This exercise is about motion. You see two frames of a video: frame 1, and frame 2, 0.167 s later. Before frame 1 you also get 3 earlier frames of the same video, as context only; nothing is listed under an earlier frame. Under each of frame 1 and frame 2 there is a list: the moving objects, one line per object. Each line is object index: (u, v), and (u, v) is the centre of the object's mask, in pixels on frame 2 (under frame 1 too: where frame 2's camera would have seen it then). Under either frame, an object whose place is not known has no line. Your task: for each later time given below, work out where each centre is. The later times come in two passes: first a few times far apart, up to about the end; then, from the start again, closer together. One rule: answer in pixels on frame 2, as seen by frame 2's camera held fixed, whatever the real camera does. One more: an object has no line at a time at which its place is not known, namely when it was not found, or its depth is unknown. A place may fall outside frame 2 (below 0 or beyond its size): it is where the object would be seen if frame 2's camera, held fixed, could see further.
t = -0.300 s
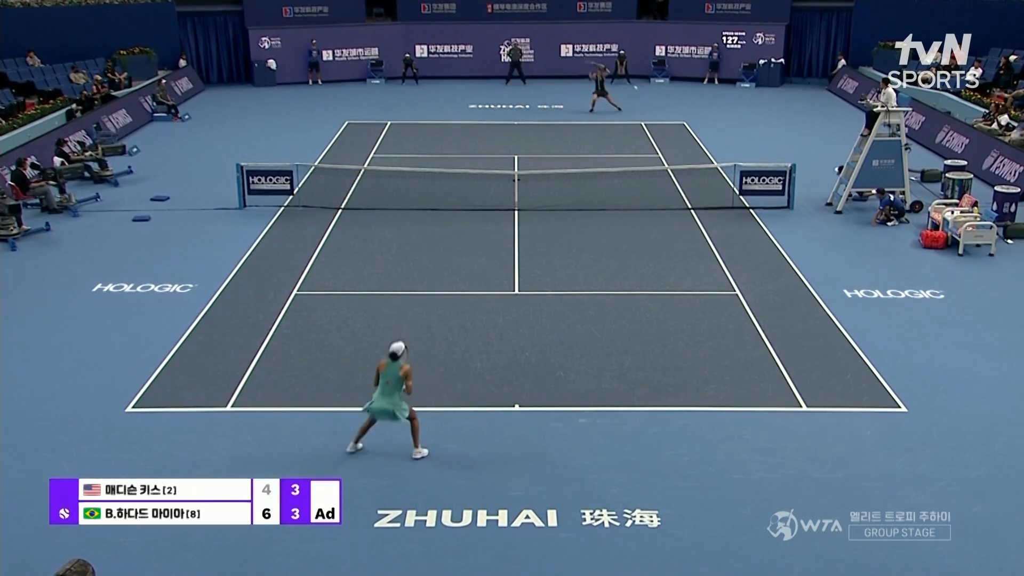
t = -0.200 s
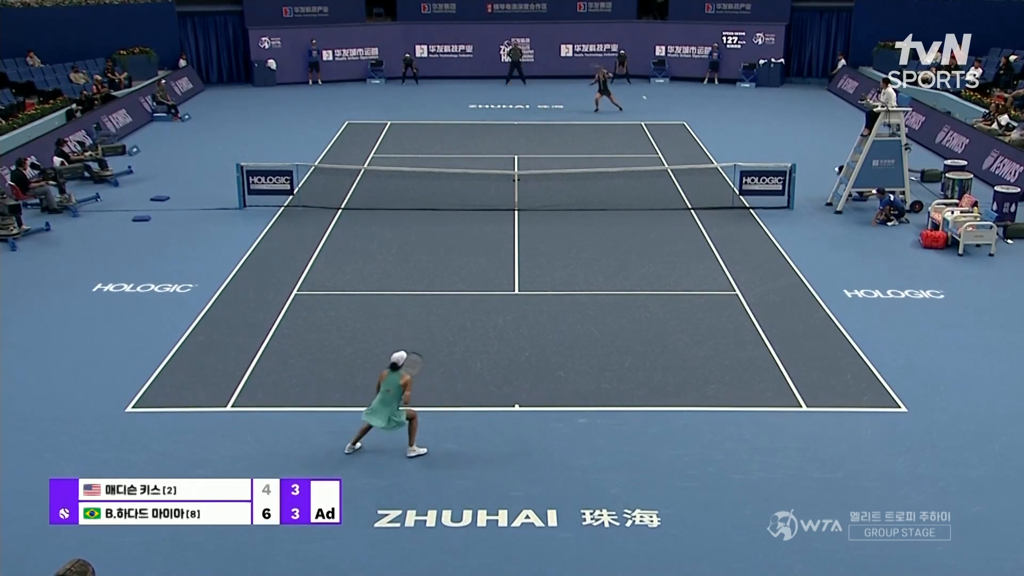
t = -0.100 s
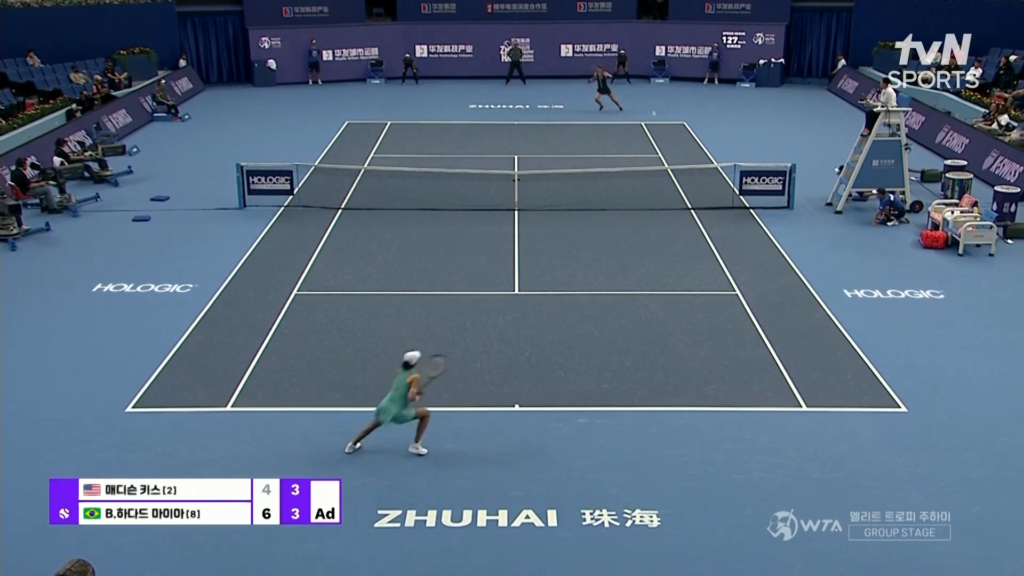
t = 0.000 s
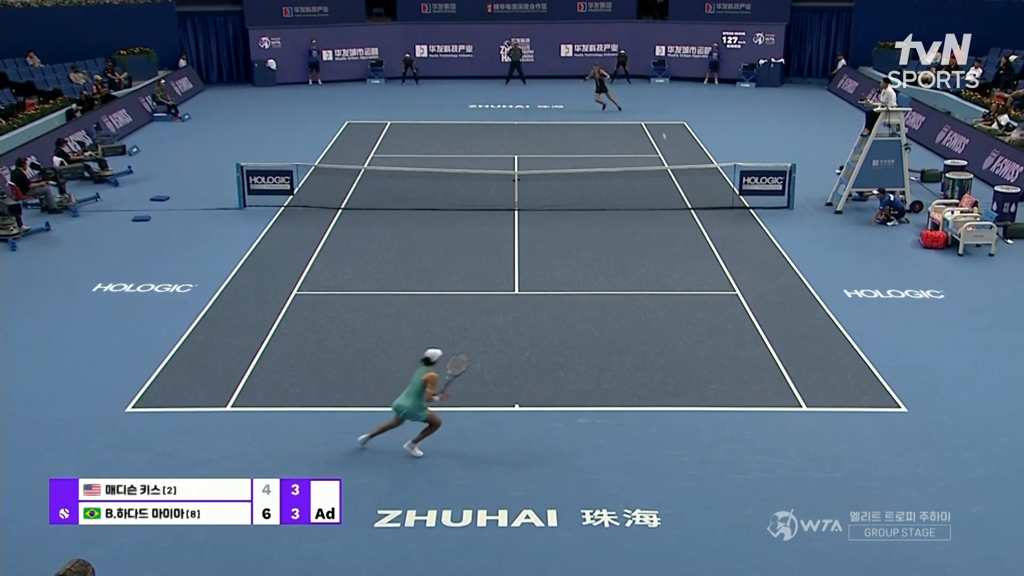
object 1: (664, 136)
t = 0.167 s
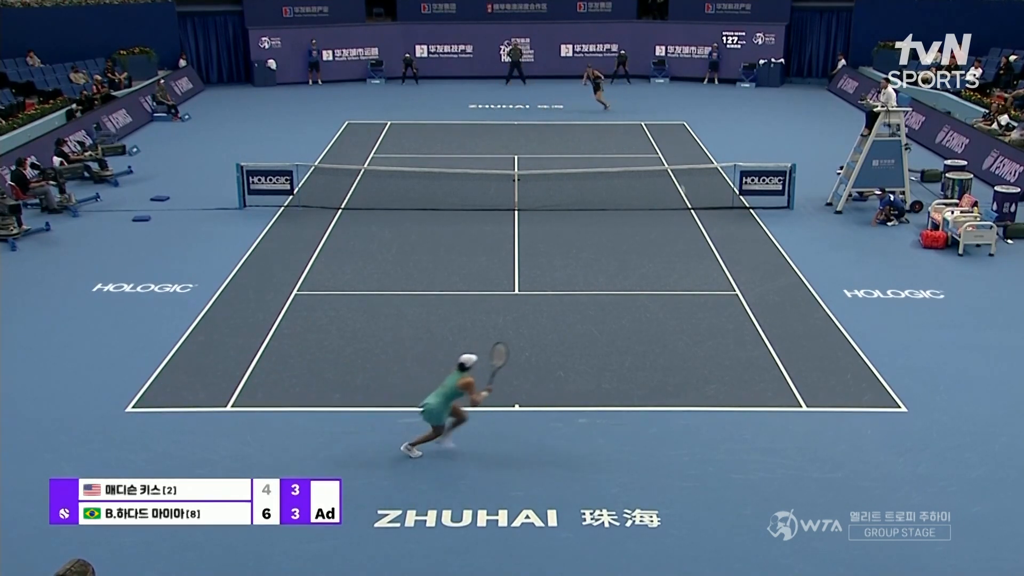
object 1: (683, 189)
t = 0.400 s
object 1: (717, 318)
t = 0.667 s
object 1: (745, 339)
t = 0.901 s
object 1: (775, 384)
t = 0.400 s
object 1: (717, 318)
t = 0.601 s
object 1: (739, 336)
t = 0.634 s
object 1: (743, 338)
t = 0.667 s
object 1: (745, 339)
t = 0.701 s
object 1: (750, 343)
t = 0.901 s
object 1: (775, 384)
